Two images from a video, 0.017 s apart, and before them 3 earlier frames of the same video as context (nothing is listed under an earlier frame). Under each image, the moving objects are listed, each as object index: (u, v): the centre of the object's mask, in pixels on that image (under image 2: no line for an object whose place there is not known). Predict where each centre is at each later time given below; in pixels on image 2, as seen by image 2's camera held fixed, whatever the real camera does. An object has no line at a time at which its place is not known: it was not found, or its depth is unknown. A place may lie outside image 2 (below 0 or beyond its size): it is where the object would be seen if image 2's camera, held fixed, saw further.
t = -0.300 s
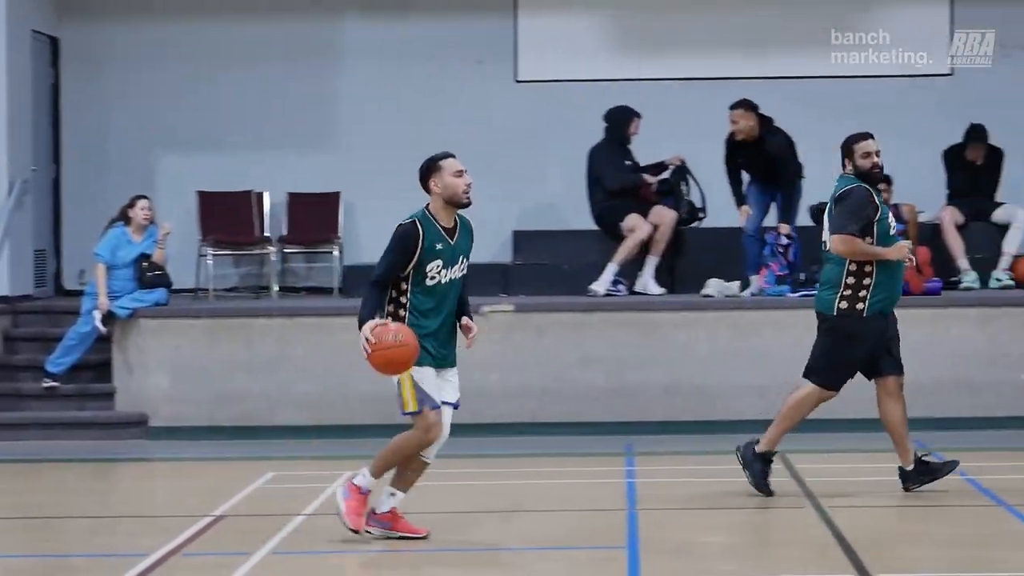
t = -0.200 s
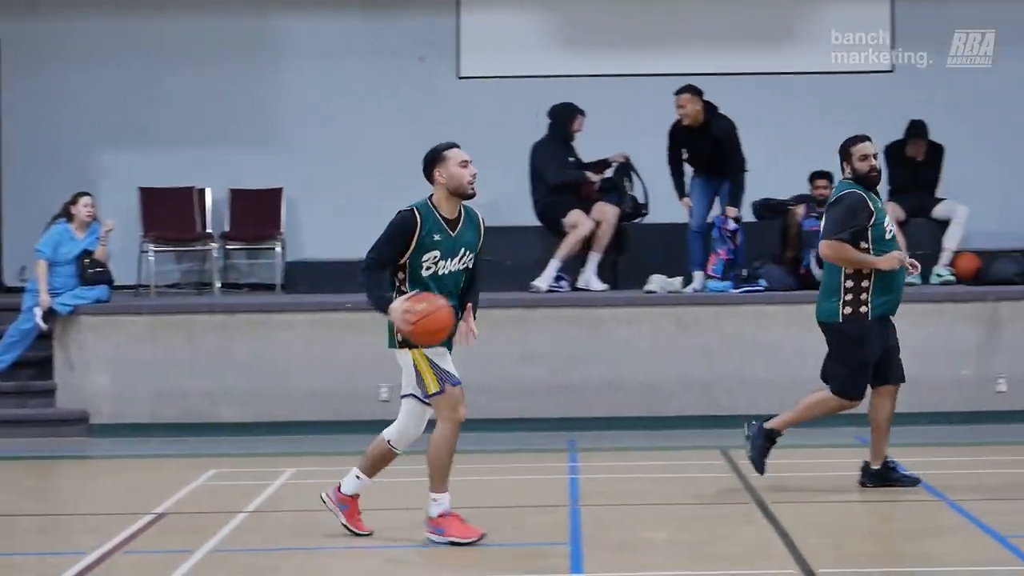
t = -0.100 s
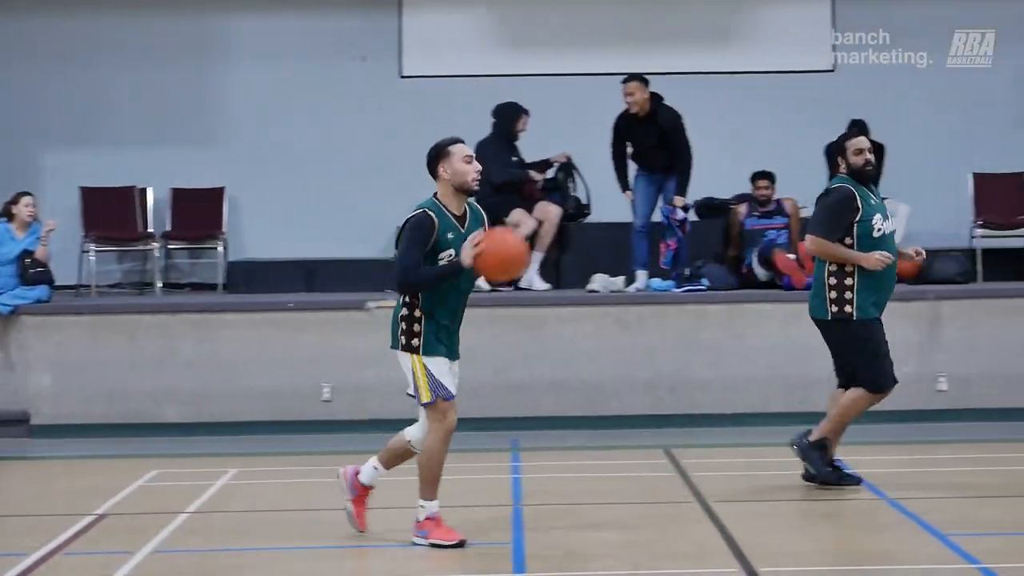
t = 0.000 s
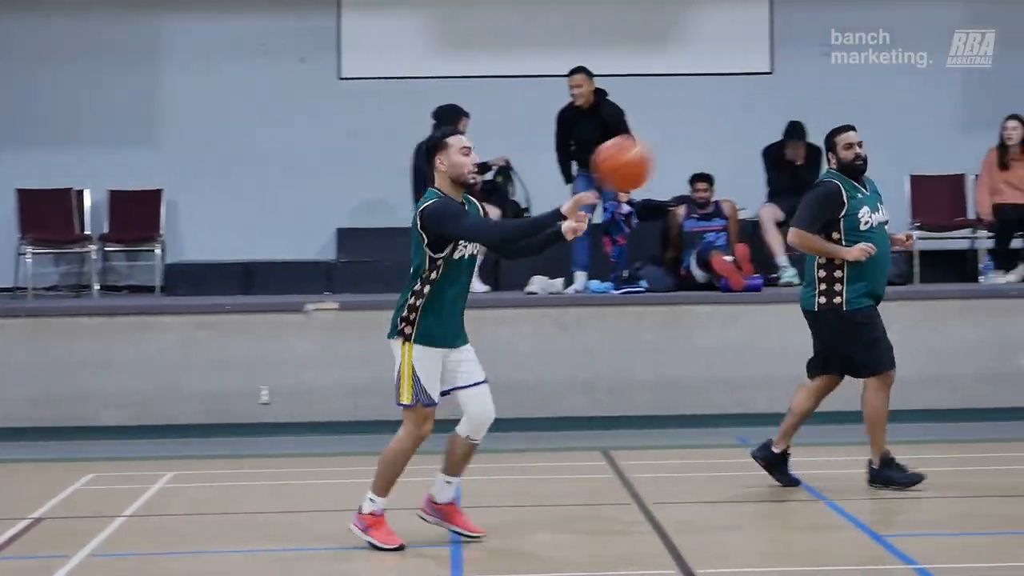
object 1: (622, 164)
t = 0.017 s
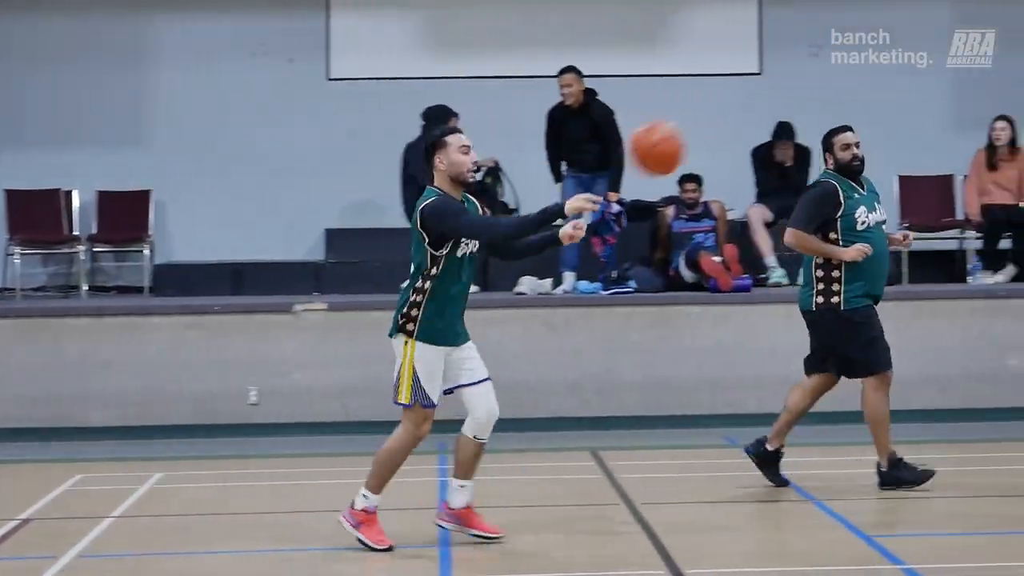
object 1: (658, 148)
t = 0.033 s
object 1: (703, 133)
